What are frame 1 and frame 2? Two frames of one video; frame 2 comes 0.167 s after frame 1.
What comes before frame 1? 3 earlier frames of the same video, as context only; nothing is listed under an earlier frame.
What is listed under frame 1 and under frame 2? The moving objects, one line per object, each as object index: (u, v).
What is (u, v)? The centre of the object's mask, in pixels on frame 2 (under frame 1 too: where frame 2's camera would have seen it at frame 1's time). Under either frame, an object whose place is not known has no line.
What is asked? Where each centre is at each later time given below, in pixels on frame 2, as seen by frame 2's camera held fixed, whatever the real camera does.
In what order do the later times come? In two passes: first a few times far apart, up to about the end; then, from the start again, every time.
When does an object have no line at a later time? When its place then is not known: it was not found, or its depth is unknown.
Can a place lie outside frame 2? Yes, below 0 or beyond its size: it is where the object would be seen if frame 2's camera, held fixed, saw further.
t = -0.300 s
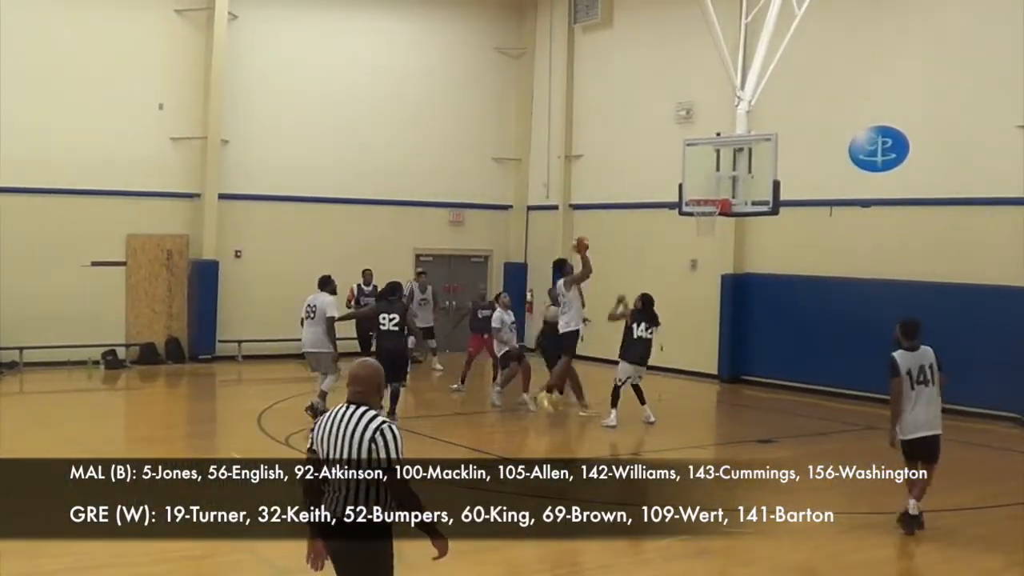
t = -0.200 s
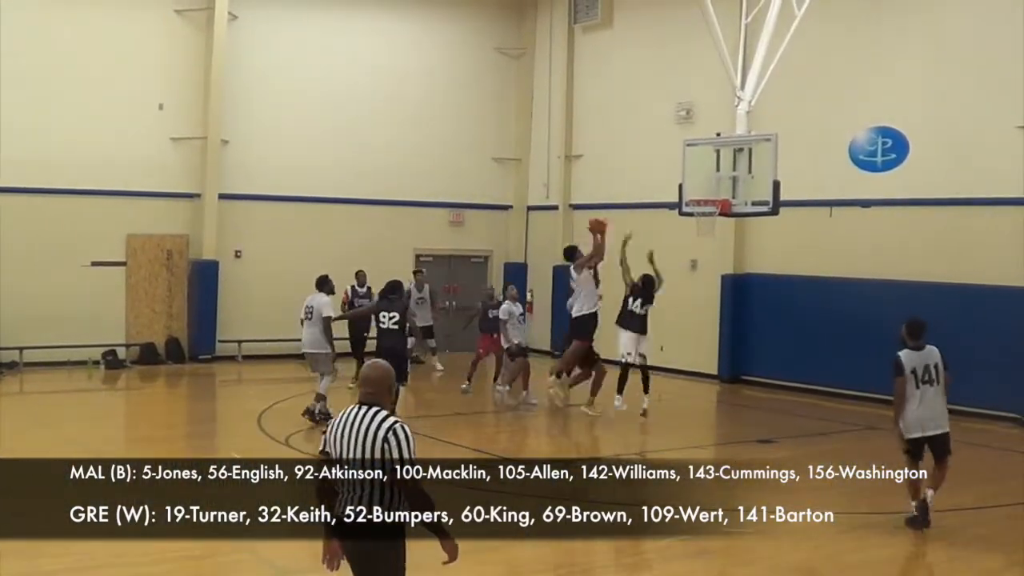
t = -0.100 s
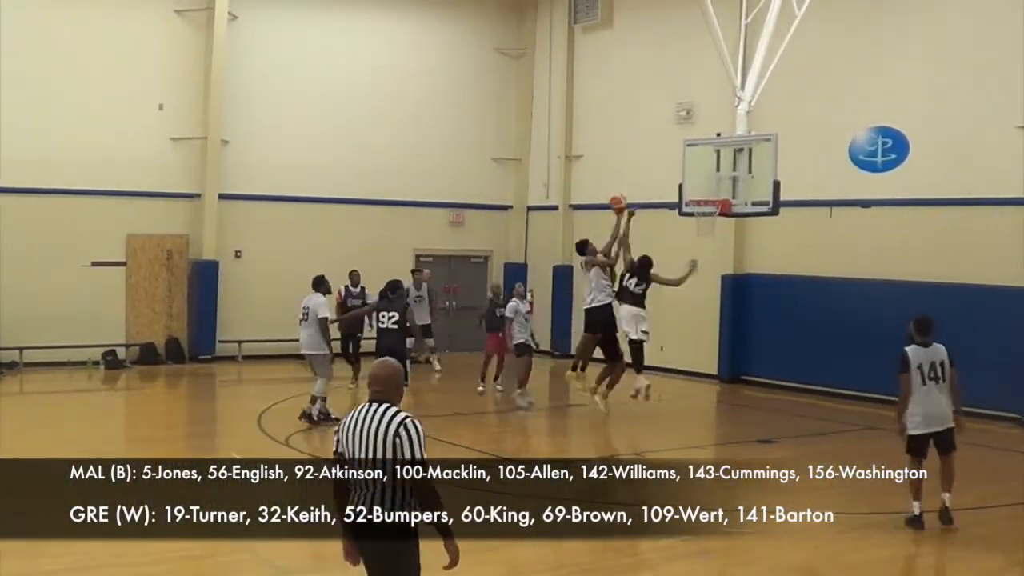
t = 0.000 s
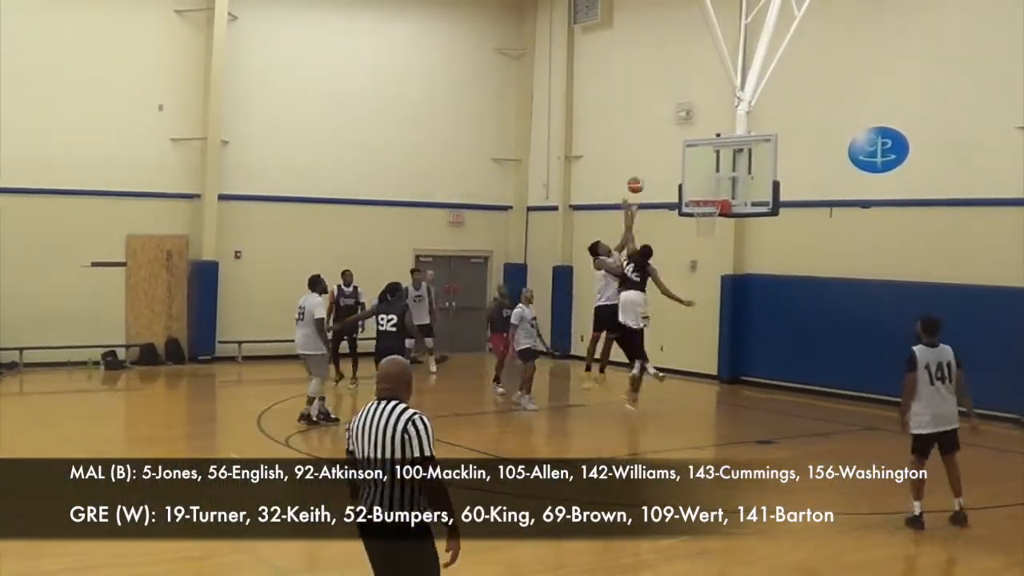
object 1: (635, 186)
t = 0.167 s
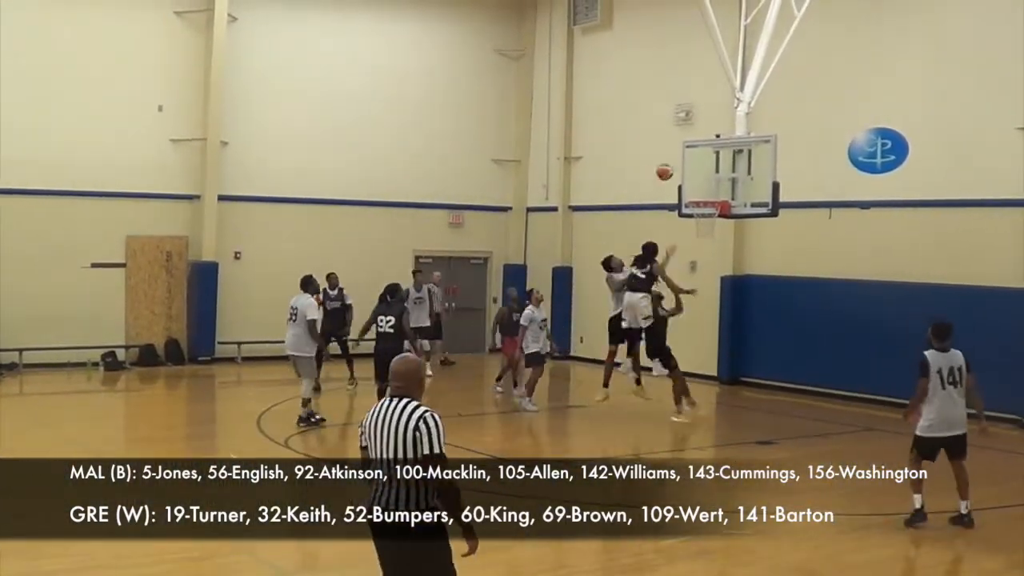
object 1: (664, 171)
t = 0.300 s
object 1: (687, 175)
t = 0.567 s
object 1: (699, 192)
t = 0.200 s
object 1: (670, 171)
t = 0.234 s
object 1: (675, 172)
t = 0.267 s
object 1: (681, 173)
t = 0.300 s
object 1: (687, 175)
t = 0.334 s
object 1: (693, 178)
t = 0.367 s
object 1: (698, 181)
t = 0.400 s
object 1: (703, 186)
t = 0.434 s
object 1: (709, 190)
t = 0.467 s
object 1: (714, 197)
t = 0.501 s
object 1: (711, 197)
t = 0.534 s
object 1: (705, 194)
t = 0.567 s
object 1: (699, 192)
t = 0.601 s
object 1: (694, 191)
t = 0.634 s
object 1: (688, 191)
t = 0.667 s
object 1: (682, 191)
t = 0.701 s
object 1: (674, 194)
